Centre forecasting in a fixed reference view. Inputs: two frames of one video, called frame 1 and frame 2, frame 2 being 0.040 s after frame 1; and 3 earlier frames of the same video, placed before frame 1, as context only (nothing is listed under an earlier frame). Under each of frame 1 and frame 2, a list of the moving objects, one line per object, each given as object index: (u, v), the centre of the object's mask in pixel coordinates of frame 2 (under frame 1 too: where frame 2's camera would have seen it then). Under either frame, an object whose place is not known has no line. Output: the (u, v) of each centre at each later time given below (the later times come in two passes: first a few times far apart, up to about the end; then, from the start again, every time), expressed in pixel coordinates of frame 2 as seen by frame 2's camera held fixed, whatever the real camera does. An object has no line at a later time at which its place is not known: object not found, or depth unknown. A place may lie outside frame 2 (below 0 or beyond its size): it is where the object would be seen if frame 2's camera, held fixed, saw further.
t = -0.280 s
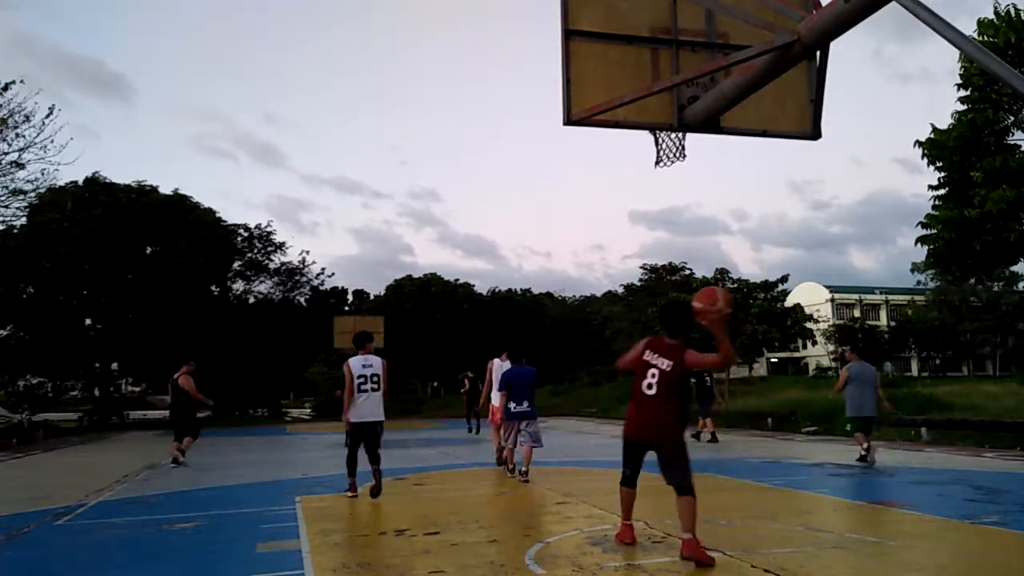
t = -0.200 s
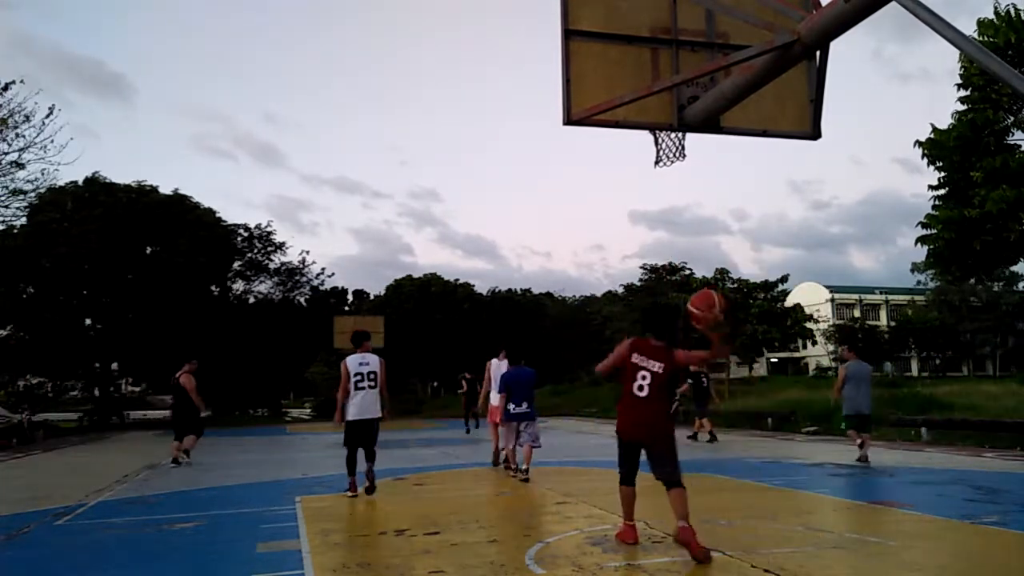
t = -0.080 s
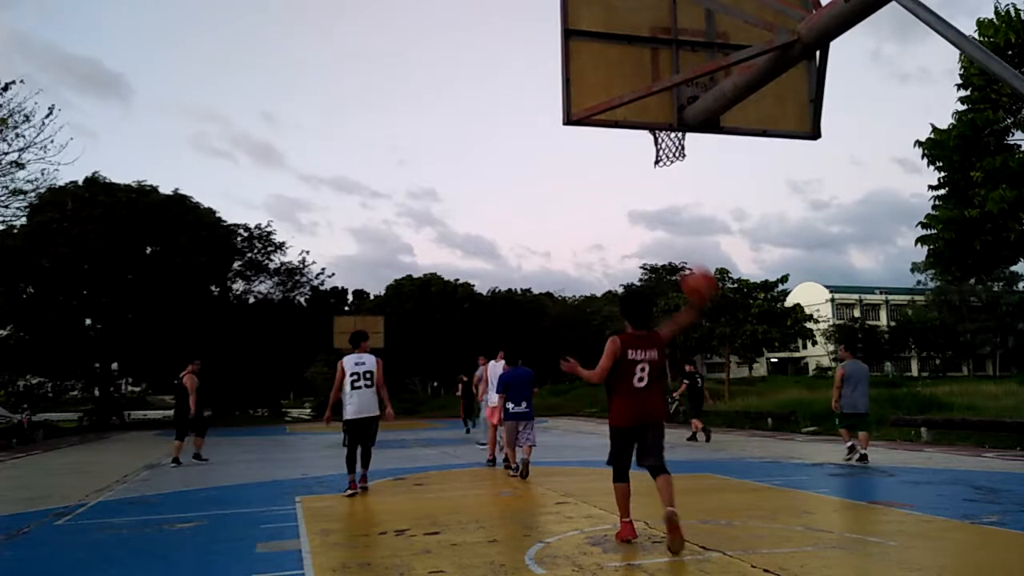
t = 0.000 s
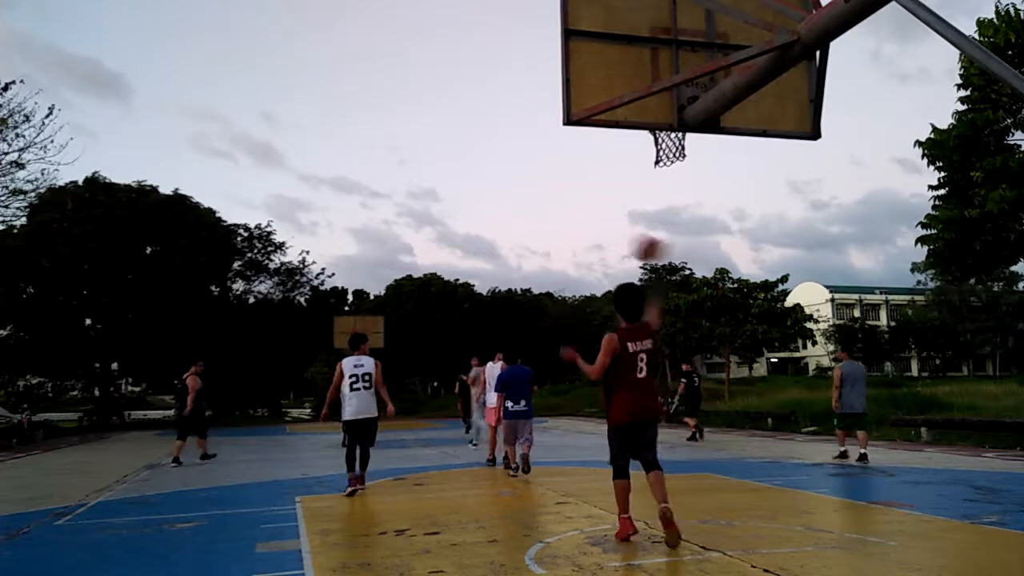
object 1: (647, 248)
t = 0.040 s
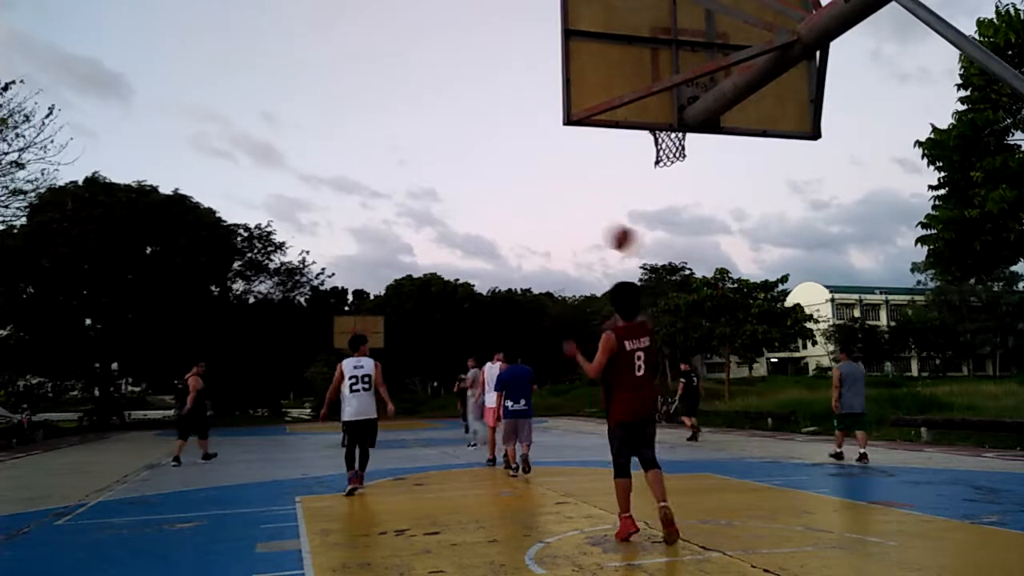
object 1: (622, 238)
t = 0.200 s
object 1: (544, 217)
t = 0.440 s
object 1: (475, 228)
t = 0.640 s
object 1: (439, 255)
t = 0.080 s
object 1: (596, 229)
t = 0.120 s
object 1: (577, 223)
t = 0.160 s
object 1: (560, 220)
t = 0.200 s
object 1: (544, 217)
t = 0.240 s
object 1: (530, 217)
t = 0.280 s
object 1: (517, 217)
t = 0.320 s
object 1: (505, 218)
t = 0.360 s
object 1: (494, 221)
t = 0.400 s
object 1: (485, 224)
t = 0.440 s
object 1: (475, 228)
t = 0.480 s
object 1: (467, 232)
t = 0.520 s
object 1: (460, 237)
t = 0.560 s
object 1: (452, 242)
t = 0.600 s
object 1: (445, 248)
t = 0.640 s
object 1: (439, 255)
